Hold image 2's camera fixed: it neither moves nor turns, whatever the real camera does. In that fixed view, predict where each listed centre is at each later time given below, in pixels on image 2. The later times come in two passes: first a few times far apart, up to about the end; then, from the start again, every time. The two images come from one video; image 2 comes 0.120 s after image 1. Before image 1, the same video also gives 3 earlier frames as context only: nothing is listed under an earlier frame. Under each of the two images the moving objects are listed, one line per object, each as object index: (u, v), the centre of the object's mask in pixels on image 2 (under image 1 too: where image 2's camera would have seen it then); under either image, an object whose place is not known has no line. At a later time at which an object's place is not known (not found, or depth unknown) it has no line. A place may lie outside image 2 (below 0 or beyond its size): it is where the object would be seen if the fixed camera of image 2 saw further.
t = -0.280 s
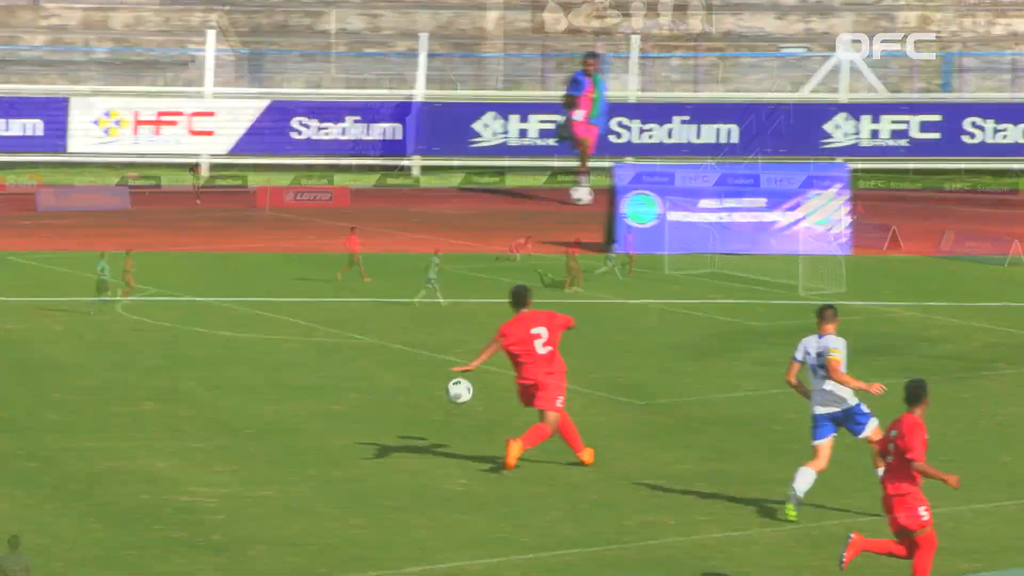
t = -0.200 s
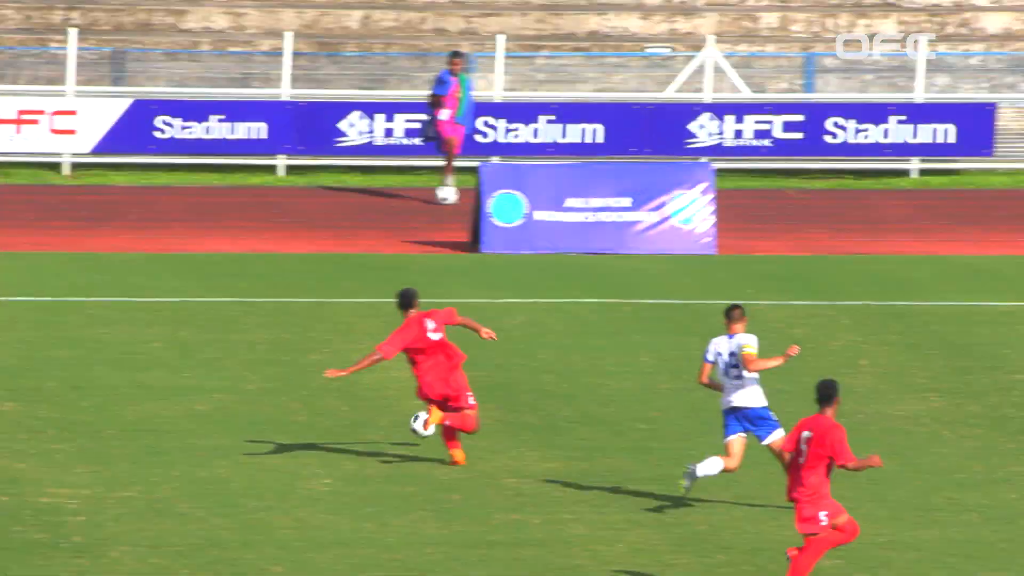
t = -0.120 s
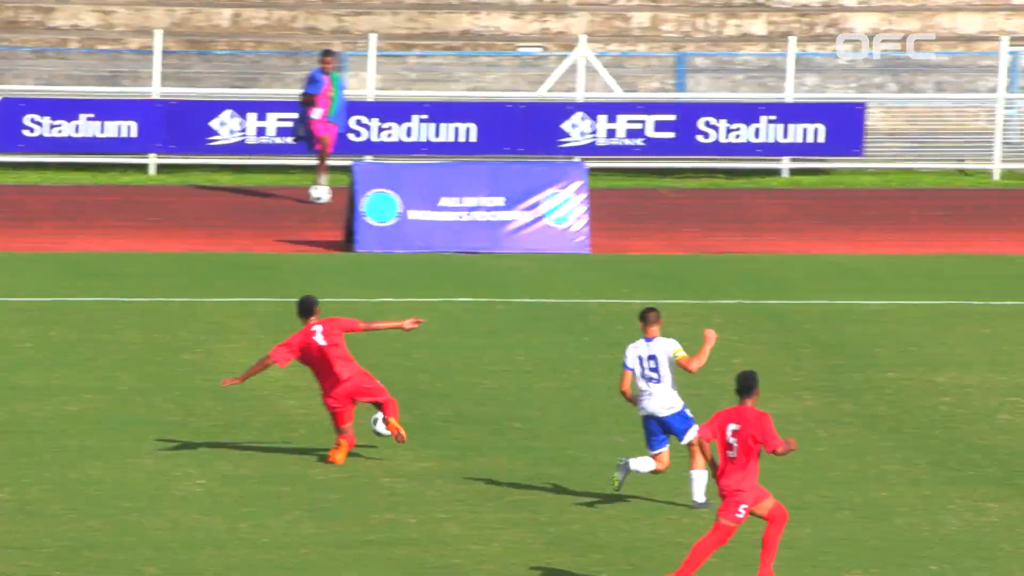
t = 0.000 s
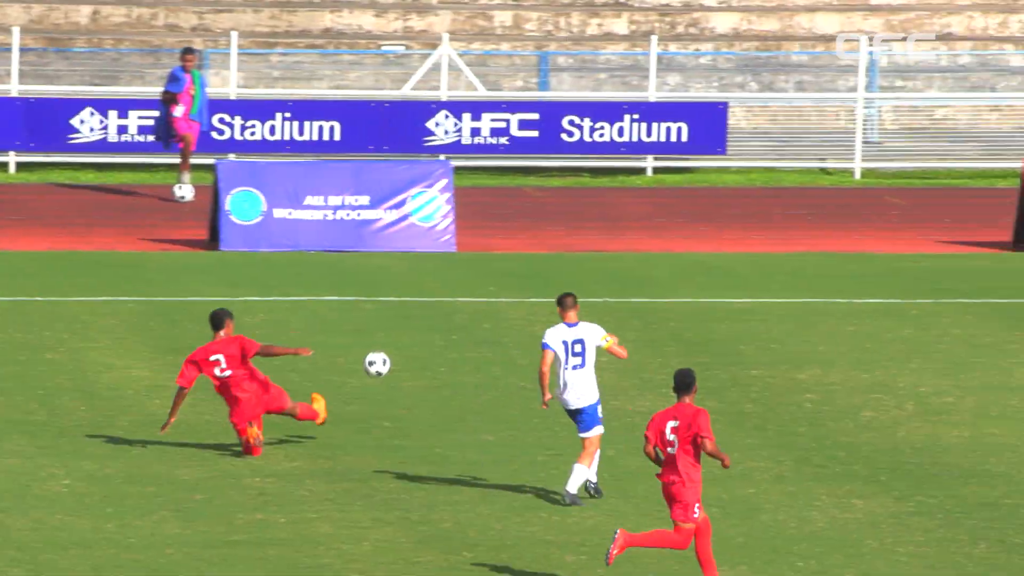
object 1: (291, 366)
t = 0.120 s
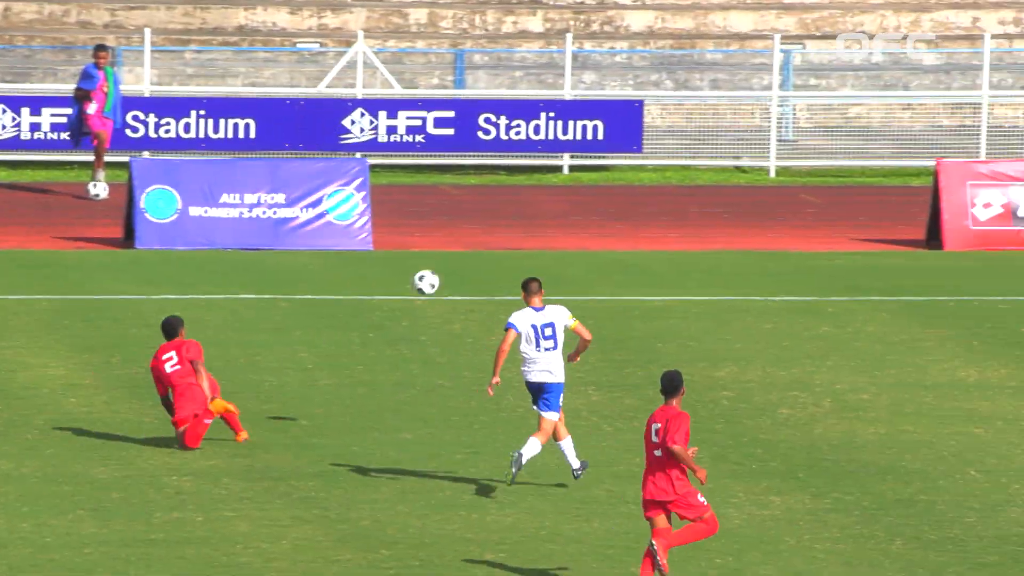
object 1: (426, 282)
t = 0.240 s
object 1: (553, 226)
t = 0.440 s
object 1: (751, 189)
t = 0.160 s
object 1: (469, 261)
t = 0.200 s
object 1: (511, 243)
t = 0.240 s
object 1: (553, 226)
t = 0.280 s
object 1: (594, 214)
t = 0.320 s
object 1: (634, 204)
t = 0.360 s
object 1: (673, 197)
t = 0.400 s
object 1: (712, 192)
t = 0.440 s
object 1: (751, 189)
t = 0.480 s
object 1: (789, 187)
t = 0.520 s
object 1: (826, 189)
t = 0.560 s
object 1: (863, 192)
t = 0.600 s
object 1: (898, 197)
